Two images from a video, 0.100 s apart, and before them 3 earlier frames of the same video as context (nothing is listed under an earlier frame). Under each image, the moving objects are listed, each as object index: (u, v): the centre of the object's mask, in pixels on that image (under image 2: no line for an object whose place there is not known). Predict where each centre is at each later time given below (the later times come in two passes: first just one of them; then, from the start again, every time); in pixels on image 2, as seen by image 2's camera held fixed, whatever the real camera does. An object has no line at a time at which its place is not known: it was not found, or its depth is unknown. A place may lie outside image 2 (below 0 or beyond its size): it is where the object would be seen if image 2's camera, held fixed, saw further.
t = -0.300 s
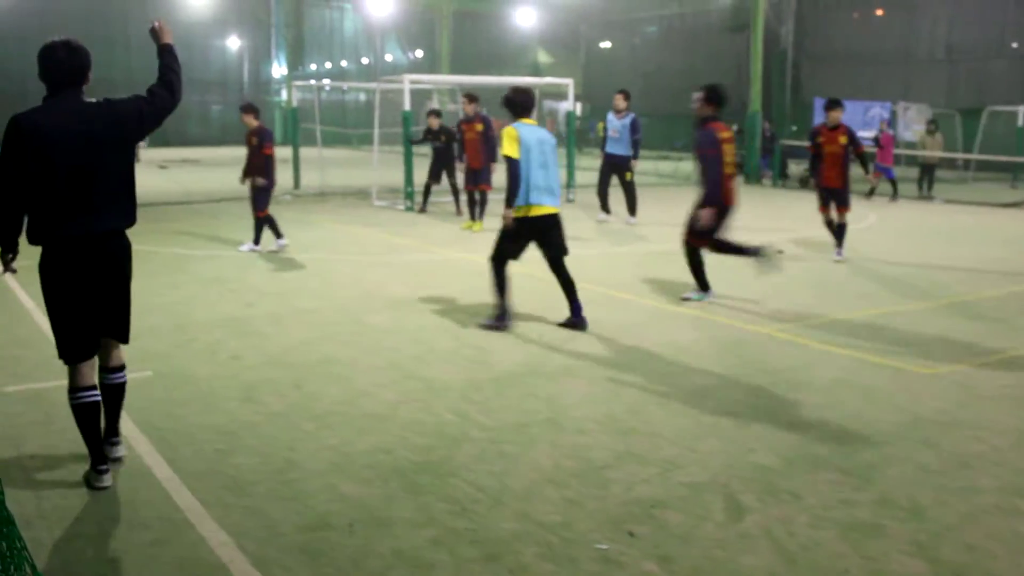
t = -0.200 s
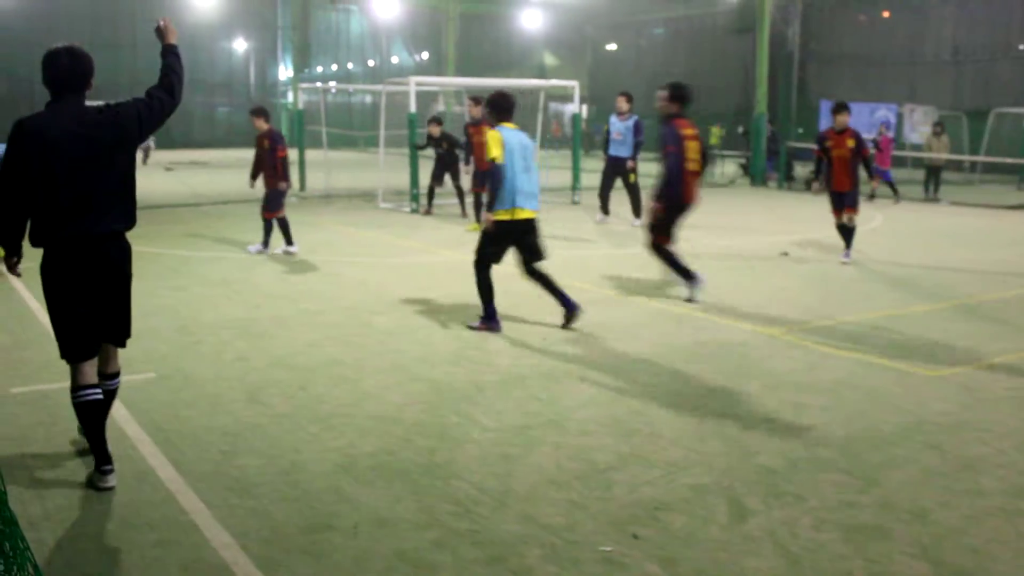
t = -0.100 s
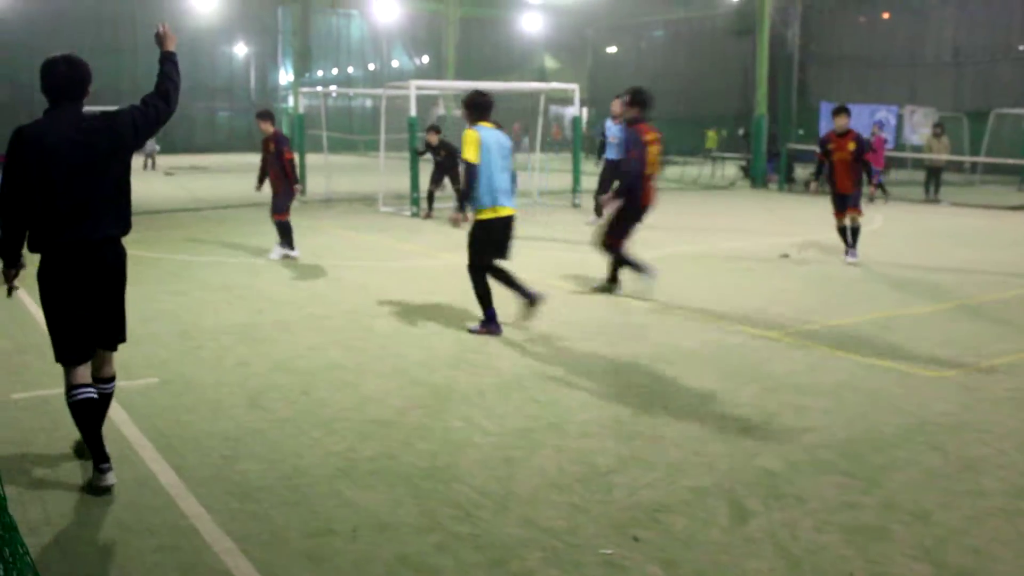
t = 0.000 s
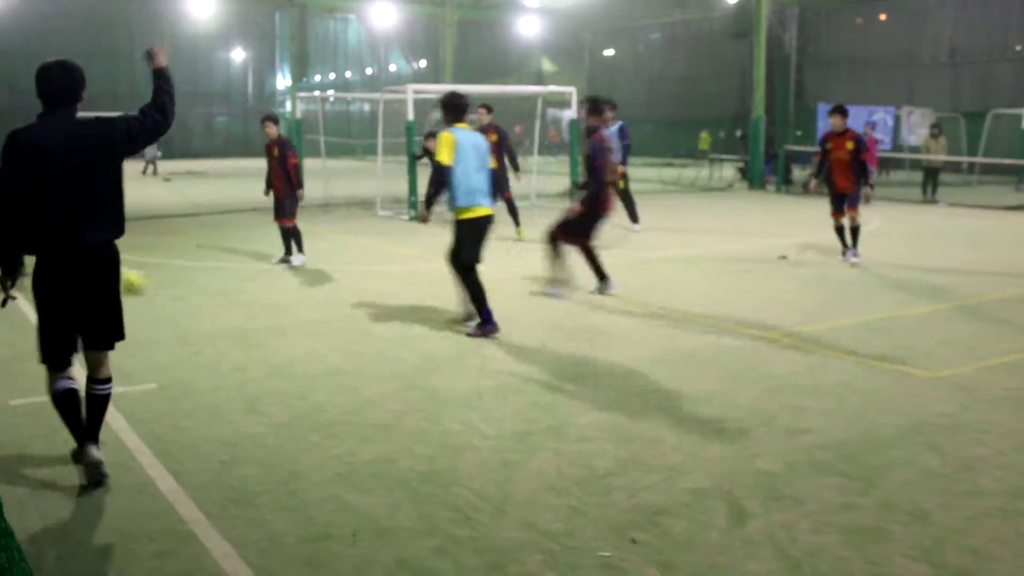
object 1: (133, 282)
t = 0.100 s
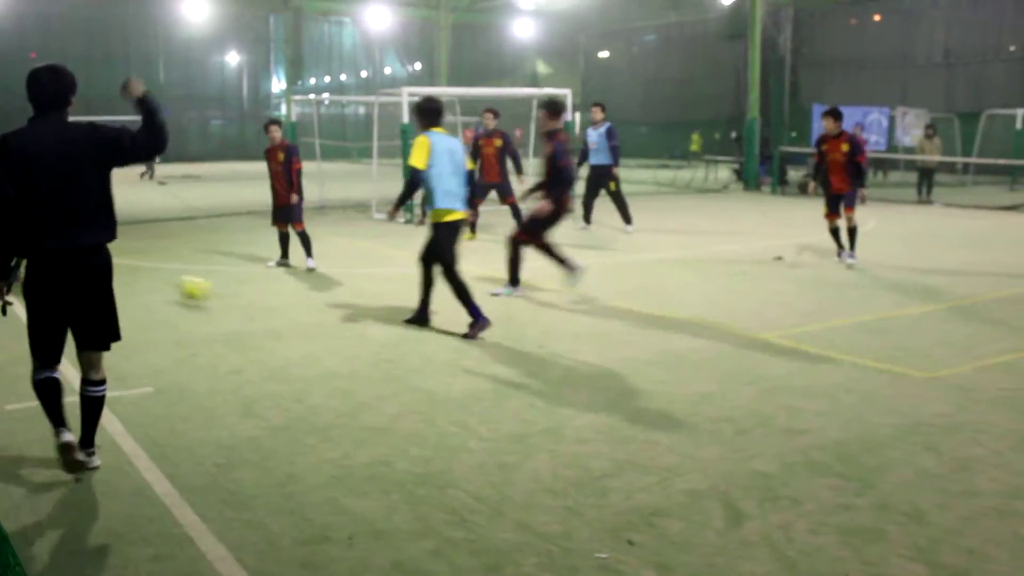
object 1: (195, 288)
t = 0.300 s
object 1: (344, 311)
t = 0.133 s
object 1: (220, 291)
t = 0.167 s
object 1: (242, 296)
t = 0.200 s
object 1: (266, 302)
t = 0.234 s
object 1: (292, 306)
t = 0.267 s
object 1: (319, 308)
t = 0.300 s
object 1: (344, 311)
